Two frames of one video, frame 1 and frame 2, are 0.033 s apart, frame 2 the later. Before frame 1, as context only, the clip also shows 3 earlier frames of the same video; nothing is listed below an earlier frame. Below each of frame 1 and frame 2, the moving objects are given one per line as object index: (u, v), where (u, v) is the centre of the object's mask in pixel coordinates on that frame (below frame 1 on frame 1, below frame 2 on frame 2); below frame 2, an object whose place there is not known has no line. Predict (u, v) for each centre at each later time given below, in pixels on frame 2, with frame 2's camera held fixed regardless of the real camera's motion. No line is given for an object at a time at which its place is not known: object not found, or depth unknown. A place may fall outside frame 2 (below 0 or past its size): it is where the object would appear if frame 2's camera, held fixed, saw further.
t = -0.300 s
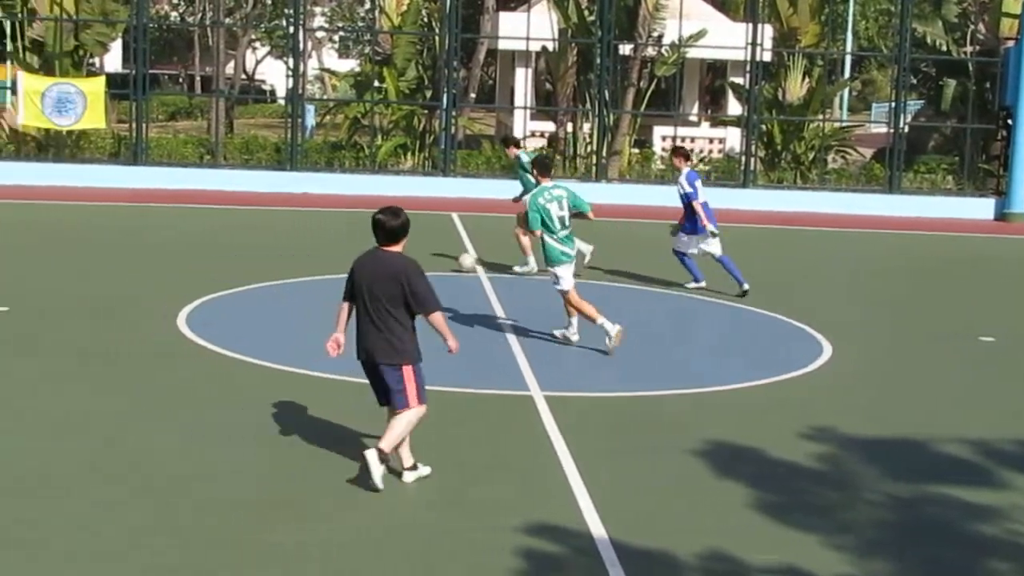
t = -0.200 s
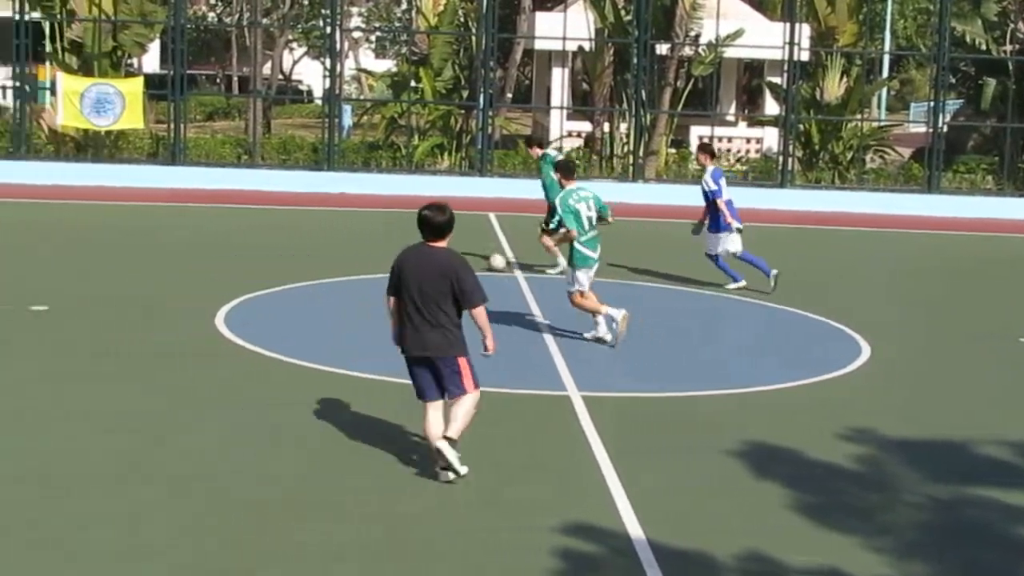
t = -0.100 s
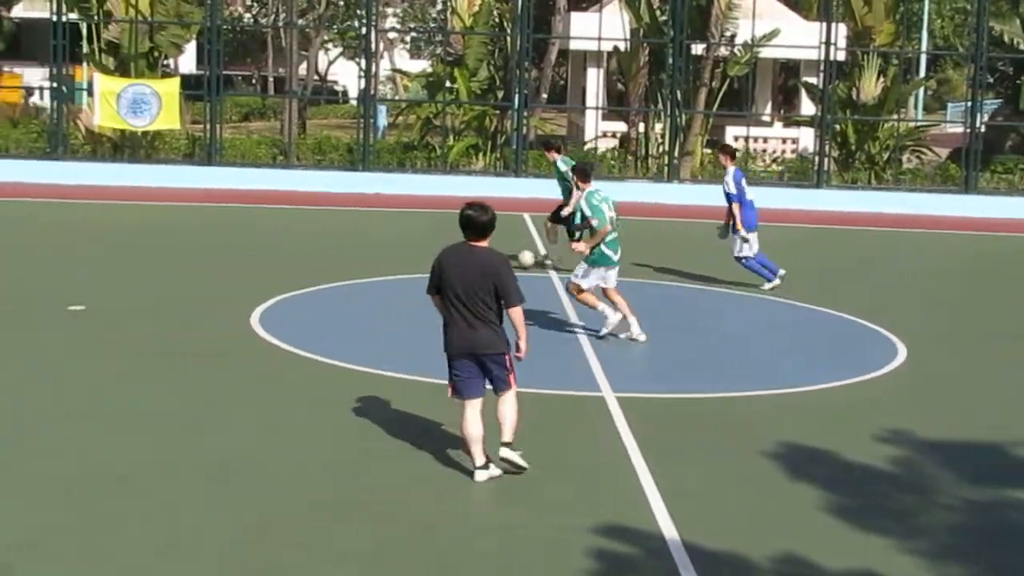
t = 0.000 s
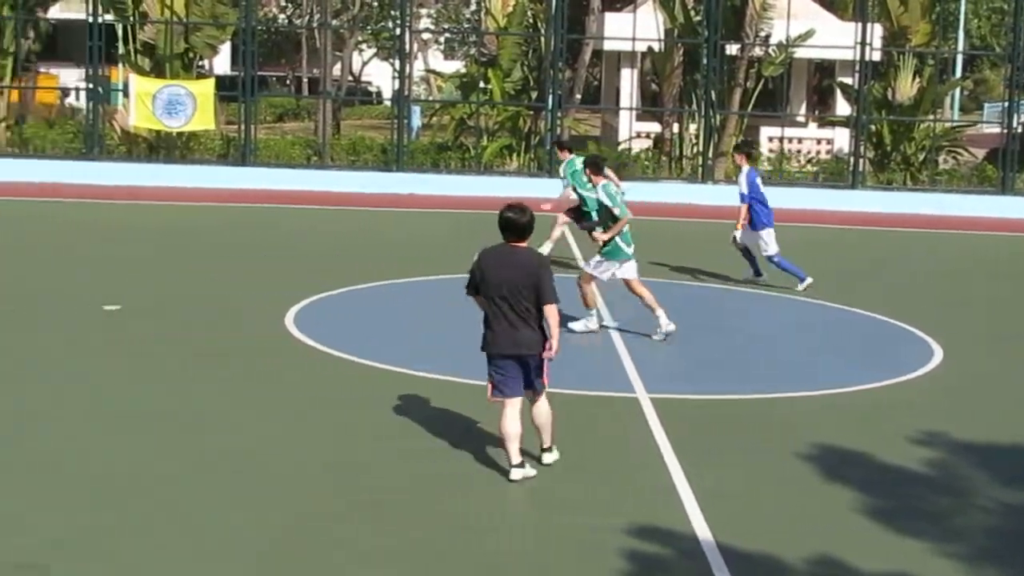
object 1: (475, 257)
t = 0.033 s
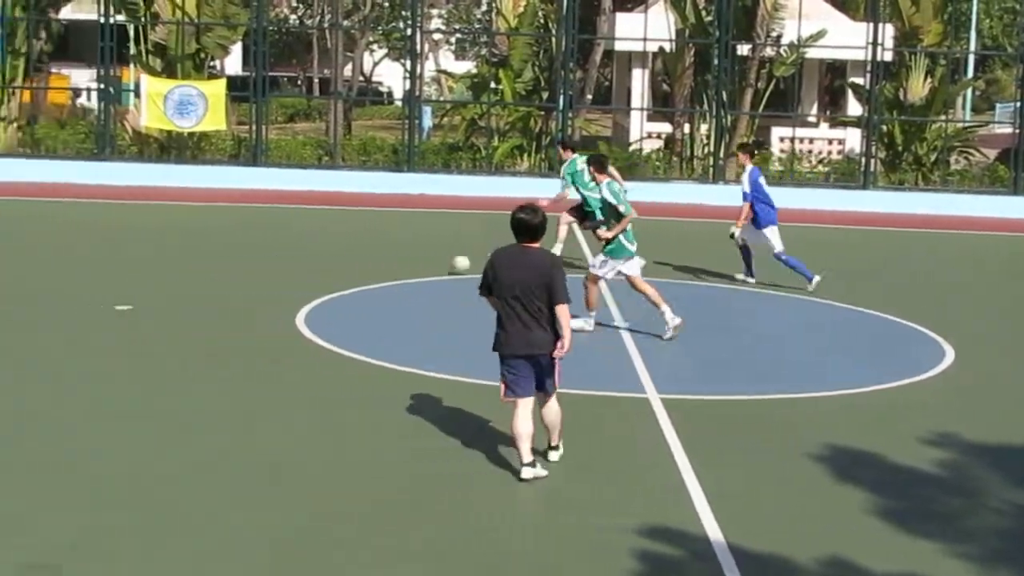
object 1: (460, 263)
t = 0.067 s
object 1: (430, 265)
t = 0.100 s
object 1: (398, 269)
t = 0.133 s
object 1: (367, 272)
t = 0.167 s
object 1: (338, 273)
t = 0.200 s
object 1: (308, 275)
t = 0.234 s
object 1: (277, 278)
